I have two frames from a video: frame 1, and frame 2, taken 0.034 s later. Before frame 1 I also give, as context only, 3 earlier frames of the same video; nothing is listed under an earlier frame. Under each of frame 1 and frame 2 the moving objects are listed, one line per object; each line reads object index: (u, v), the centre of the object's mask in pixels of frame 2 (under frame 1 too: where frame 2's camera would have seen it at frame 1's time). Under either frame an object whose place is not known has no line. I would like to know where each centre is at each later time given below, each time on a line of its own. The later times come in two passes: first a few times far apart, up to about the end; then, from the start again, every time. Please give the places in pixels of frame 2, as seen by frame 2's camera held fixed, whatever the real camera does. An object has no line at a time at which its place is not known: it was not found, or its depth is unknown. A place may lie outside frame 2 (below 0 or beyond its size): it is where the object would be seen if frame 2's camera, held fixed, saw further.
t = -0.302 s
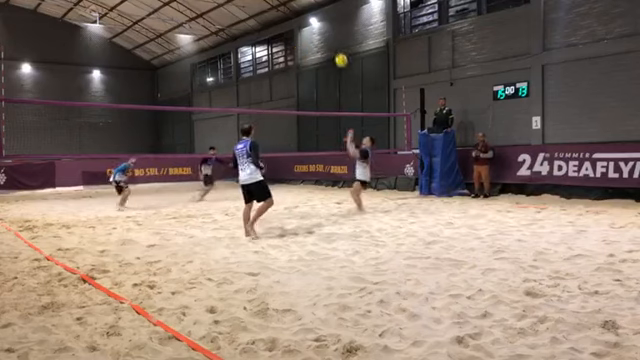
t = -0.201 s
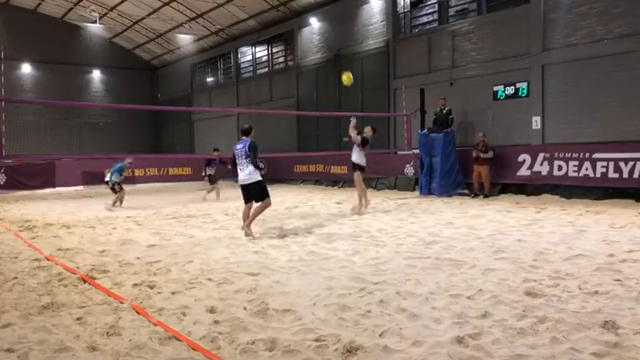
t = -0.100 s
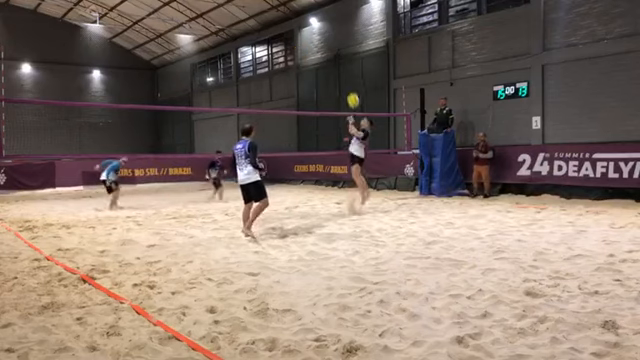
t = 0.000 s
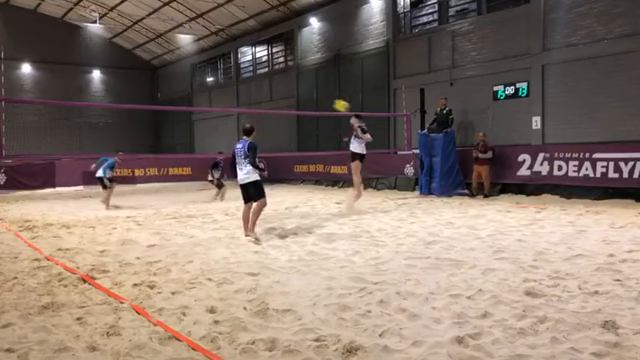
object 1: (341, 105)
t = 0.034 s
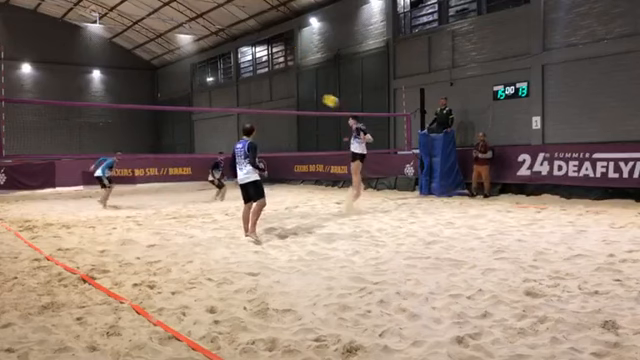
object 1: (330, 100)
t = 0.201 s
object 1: (277, 84)
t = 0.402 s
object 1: (215, 81)
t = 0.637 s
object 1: (144, 101)
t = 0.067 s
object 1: (319, 96)
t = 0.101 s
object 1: (309, 92)
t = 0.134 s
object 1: (298, 89)
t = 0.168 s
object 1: (287, 86)
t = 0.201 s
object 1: (277, 84)
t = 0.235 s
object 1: (267, 82)
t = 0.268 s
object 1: (256, 80)
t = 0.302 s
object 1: (246, 79)
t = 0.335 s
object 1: (235, 80)
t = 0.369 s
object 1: (225, 80)
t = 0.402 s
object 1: (215, 81)
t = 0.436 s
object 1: (204, 82)
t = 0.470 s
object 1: (194, 84)
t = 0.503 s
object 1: (184, 87)
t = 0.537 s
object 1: (174, 90)
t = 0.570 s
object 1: (164, 93)
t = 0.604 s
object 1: (154, 98)
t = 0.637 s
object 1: (144, 101)
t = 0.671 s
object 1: (135, 108)
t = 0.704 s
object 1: (124, 114)
